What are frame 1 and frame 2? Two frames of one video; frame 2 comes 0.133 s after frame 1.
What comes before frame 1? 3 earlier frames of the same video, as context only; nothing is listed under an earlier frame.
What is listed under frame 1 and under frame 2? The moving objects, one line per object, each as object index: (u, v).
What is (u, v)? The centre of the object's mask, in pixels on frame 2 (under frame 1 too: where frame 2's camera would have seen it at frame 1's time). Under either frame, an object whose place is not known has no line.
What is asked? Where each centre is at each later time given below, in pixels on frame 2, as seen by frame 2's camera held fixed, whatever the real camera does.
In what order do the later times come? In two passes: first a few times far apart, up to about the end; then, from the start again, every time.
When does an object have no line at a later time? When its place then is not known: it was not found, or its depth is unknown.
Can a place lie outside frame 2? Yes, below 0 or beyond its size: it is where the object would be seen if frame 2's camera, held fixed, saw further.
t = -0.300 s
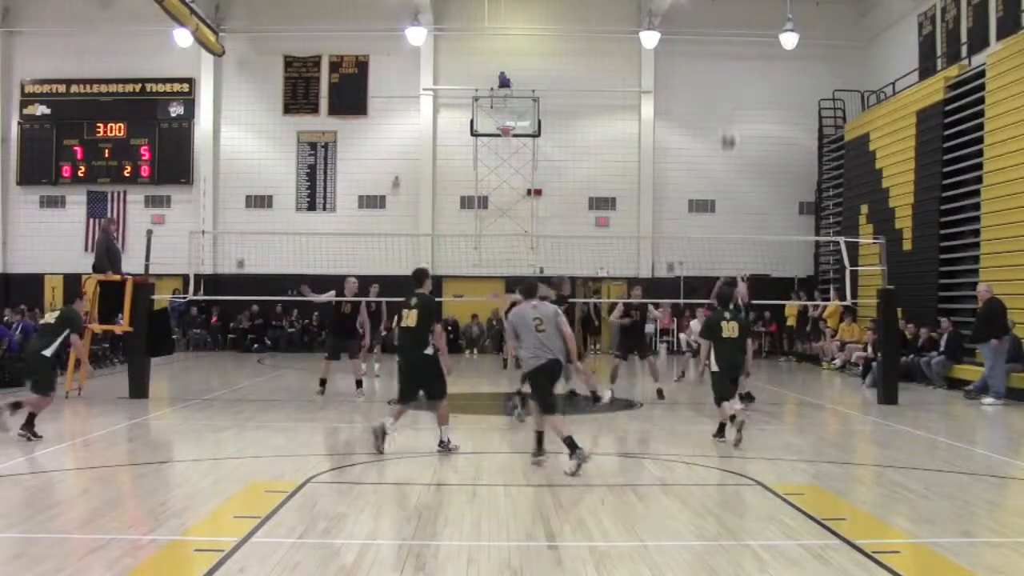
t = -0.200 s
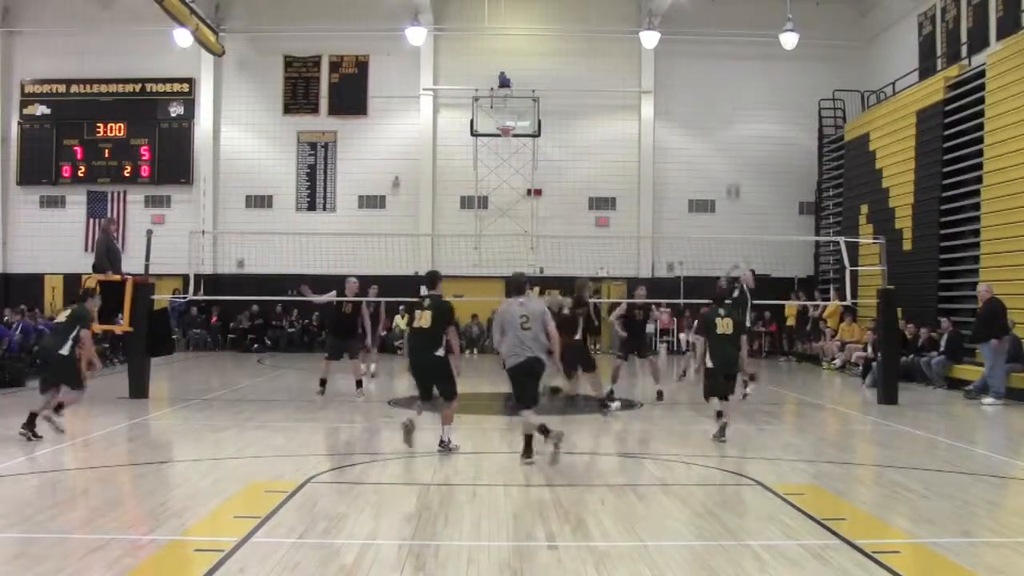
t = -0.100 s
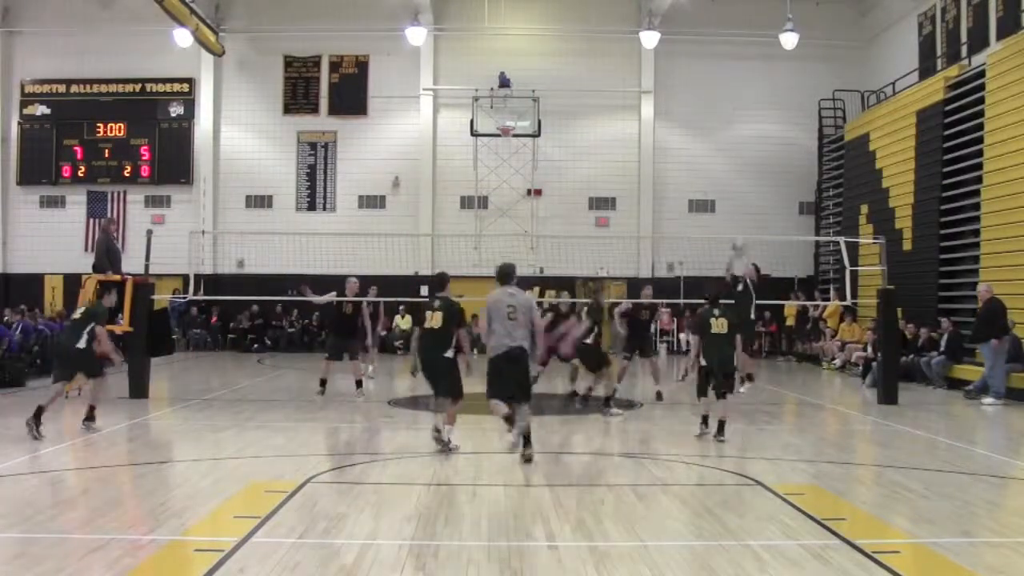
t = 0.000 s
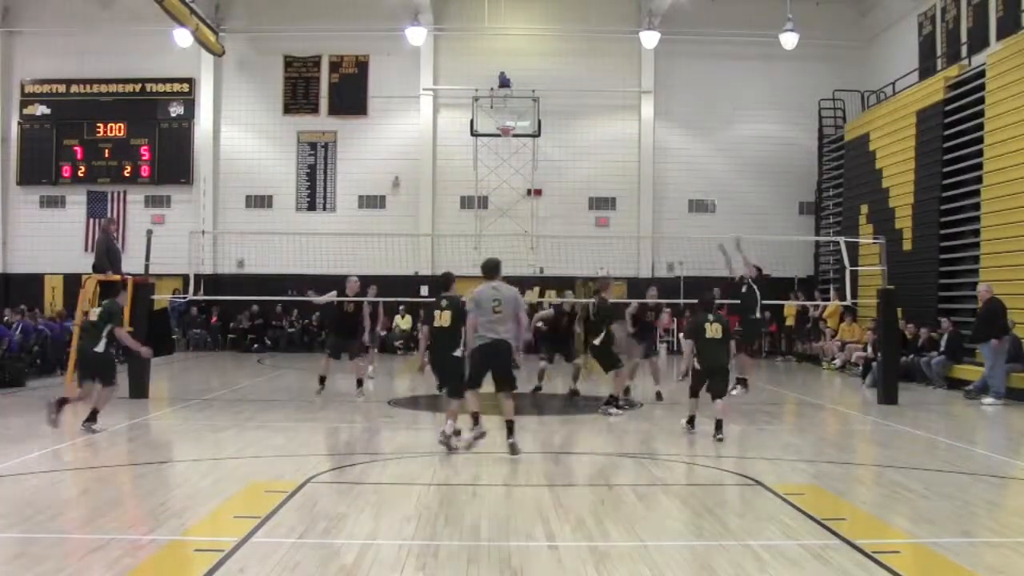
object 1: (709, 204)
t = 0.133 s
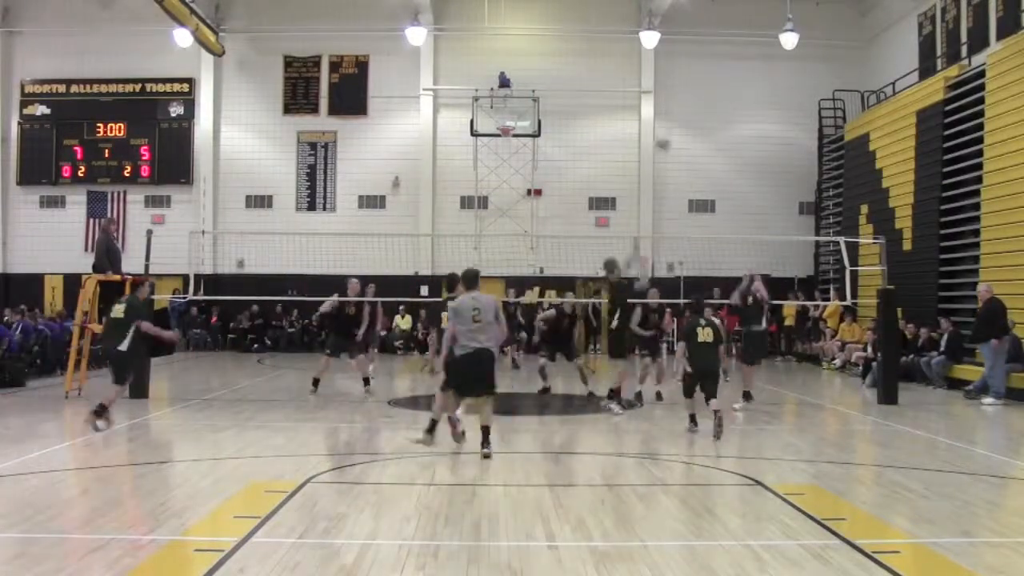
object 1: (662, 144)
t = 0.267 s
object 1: (617, 96)
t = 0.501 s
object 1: (541, 42)
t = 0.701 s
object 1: (478, 29)
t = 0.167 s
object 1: (651, 130)
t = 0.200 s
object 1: (640, 118)
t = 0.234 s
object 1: (631, 108)
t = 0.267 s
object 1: (617, 96)
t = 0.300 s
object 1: (606, 87)
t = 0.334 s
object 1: (595, 77)
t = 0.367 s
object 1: (584, 69)
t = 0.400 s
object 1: (573, 60)
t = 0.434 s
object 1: (561, 53)
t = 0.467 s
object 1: (551, 47)
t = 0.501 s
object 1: (541, 42)
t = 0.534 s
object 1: (530, 38)
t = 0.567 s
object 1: (519, 33)
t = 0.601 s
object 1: (508, 32)
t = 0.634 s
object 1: (498, 30)
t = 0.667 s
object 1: (488, 30)
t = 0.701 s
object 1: (478, 29)
